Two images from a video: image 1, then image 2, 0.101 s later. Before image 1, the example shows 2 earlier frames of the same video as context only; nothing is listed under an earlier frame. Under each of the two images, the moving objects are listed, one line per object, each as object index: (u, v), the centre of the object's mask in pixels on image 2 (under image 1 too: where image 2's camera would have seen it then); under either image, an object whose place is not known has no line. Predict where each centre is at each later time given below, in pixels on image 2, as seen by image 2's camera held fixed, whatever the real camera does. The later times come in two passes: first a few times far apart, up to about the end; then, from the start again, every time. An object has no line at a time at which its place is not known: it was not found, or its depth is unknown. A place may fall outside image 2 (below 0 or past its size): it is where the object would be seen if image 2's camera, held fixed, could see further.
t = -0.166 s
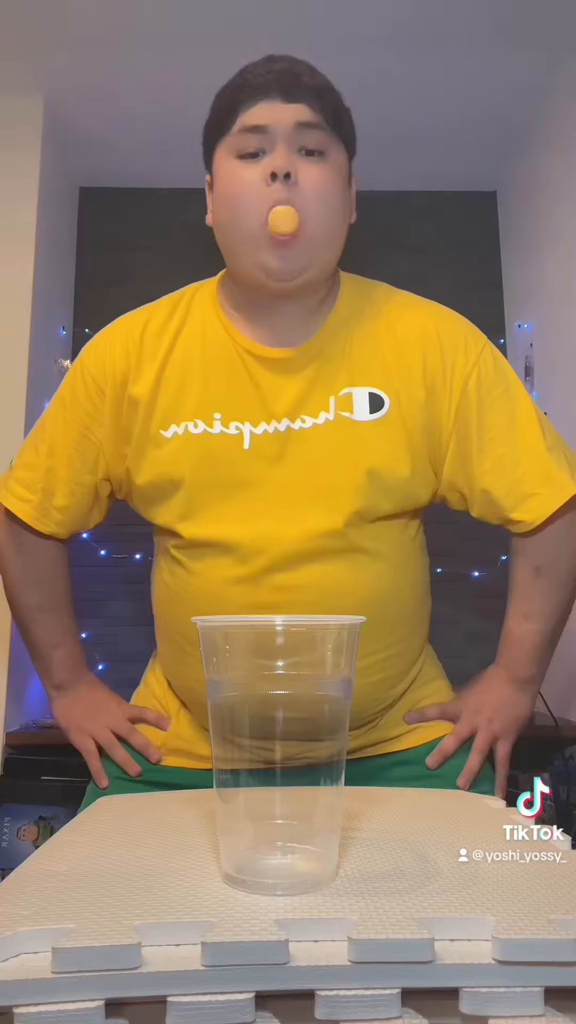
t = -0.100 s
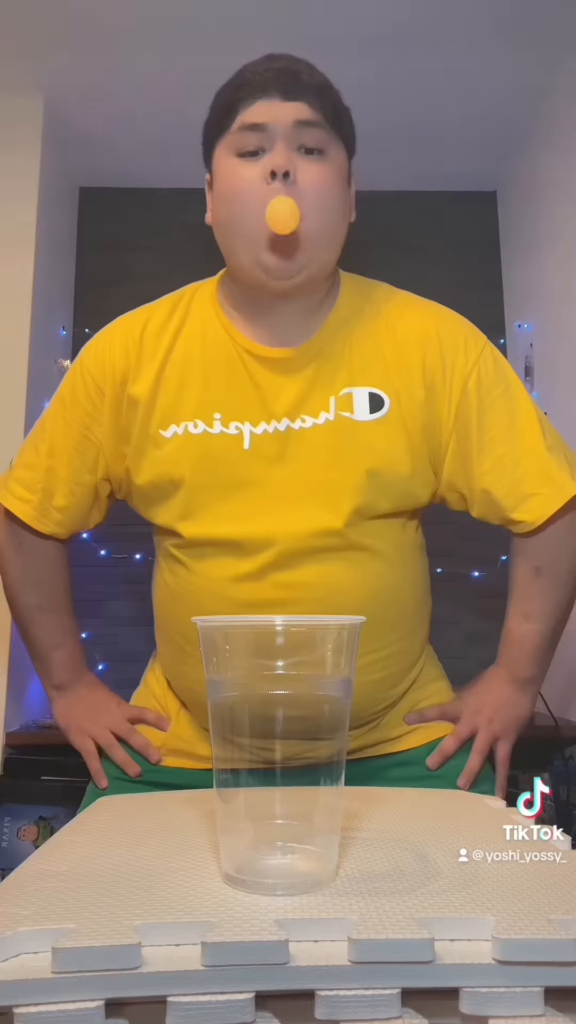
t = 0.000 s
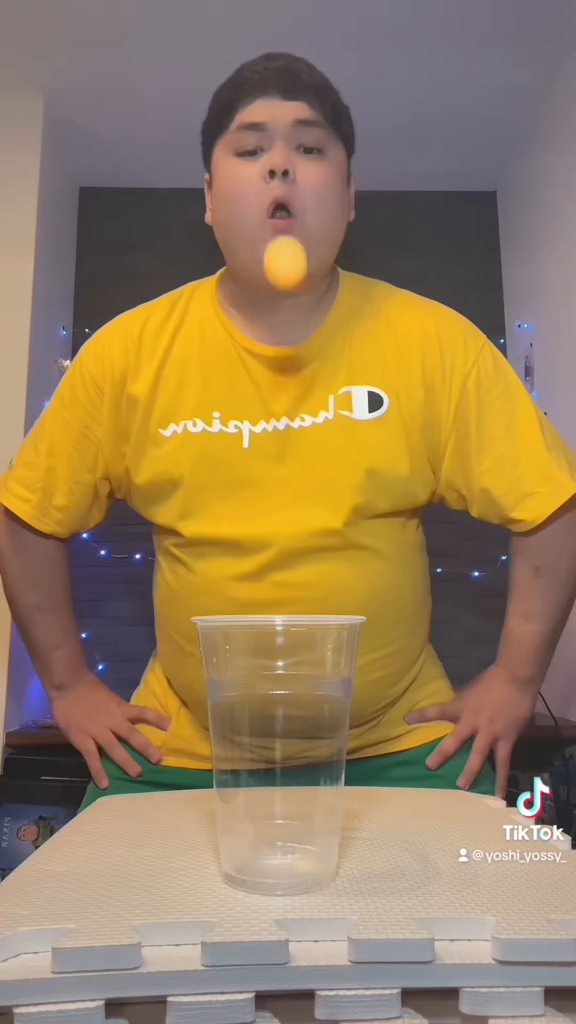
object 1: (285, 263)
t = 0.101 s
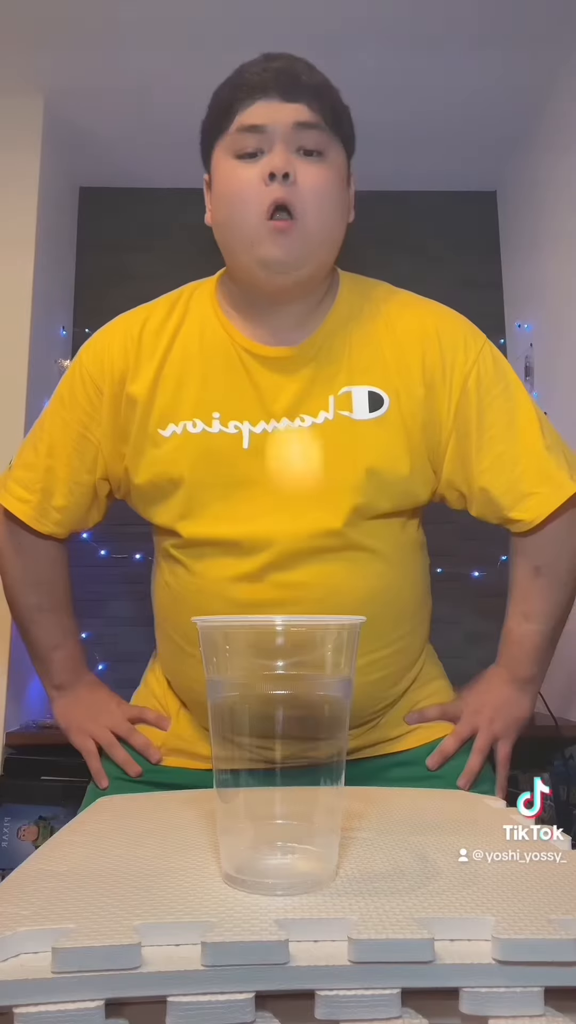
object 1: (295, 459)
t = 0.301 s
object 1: (263, 633)
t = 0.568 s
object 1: (262, 781)
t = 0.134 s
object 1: (301, 592)
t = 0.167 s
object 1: (274, 749)
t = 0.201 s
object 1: (283, 774)
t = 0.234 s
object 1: (300, 706)
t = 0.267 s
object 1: (290, 664)
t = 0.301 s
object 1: (263, 633)
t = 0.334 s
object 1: (233, 623)
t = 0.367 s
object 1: (221, 631)
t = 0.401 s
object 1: (228, 656)
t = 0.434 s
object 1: (251, 689)
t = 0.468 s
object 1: (280, 737)
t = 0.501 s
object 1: (291, 797)
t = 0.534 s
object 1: (277, 798)
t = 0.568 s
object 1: (262, 781)
